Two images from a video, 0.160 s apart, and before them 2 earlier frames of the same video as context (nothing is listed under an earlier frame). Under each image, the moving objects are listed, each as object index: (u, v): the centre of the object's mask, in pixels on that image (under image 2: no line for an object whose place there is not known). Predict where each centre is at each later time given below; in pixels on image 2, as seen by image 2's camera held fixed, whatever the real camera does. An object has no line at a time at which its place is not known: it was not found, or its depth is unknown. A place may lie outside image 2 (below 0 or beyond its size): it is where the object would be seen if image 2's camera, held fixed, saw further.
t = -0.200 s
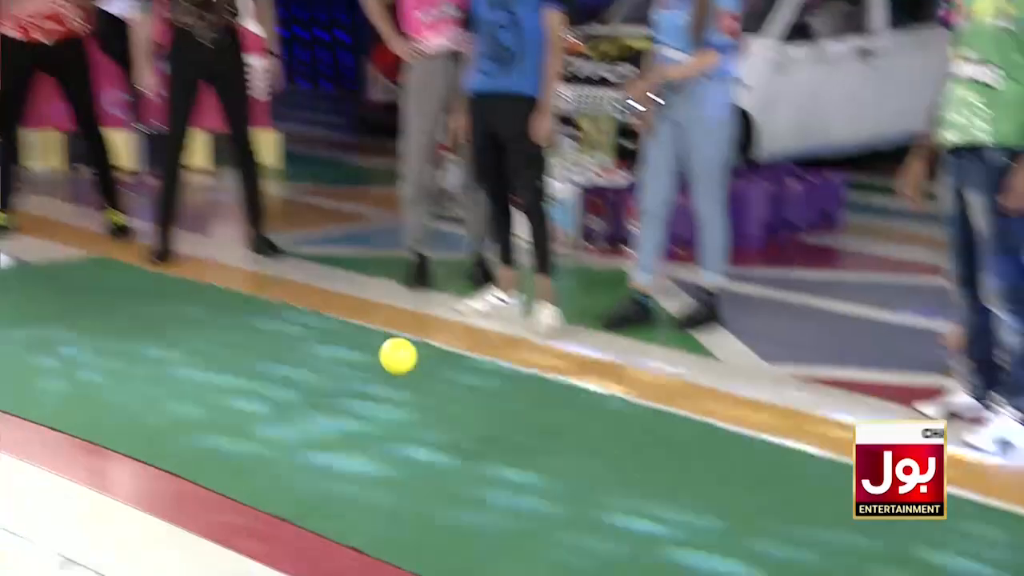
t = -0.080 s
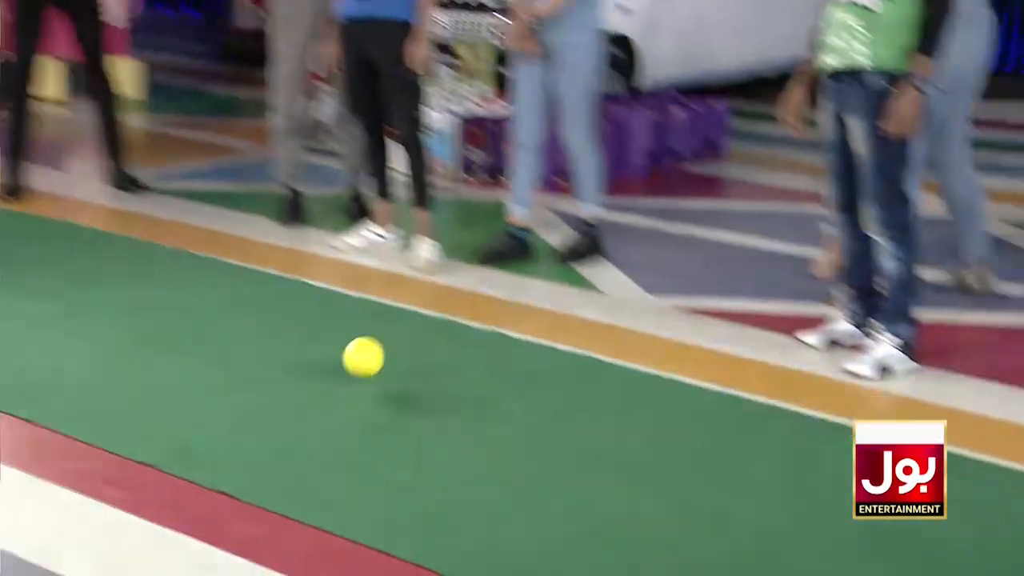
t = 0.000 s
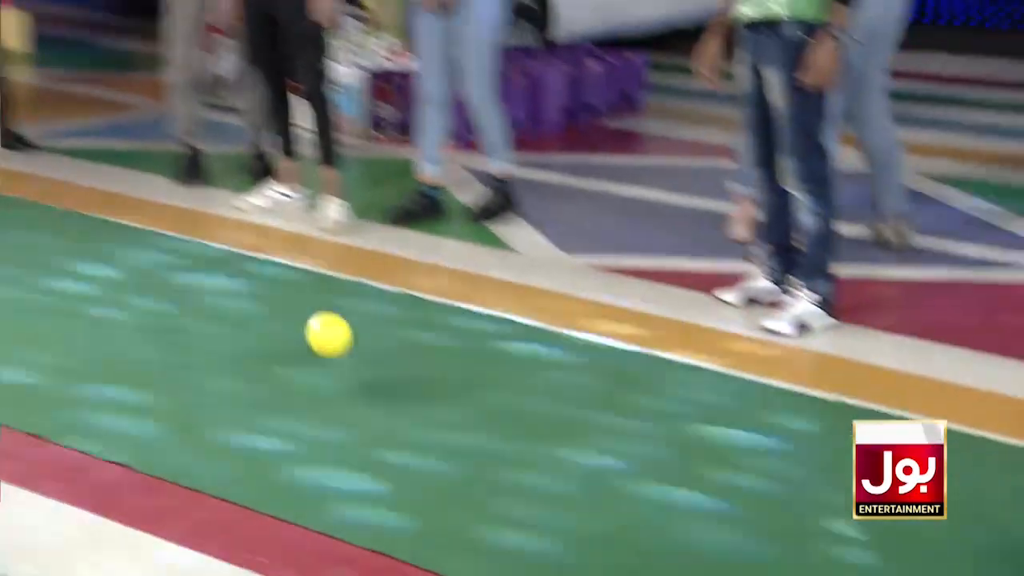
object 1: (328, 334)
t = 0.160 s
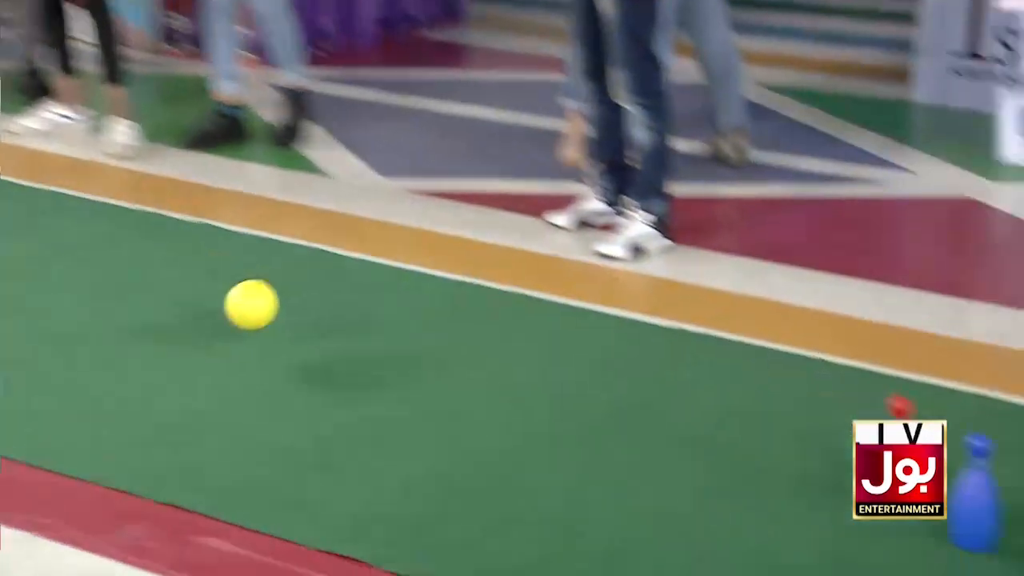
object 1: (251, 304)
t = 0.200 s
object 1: (284, 328)
